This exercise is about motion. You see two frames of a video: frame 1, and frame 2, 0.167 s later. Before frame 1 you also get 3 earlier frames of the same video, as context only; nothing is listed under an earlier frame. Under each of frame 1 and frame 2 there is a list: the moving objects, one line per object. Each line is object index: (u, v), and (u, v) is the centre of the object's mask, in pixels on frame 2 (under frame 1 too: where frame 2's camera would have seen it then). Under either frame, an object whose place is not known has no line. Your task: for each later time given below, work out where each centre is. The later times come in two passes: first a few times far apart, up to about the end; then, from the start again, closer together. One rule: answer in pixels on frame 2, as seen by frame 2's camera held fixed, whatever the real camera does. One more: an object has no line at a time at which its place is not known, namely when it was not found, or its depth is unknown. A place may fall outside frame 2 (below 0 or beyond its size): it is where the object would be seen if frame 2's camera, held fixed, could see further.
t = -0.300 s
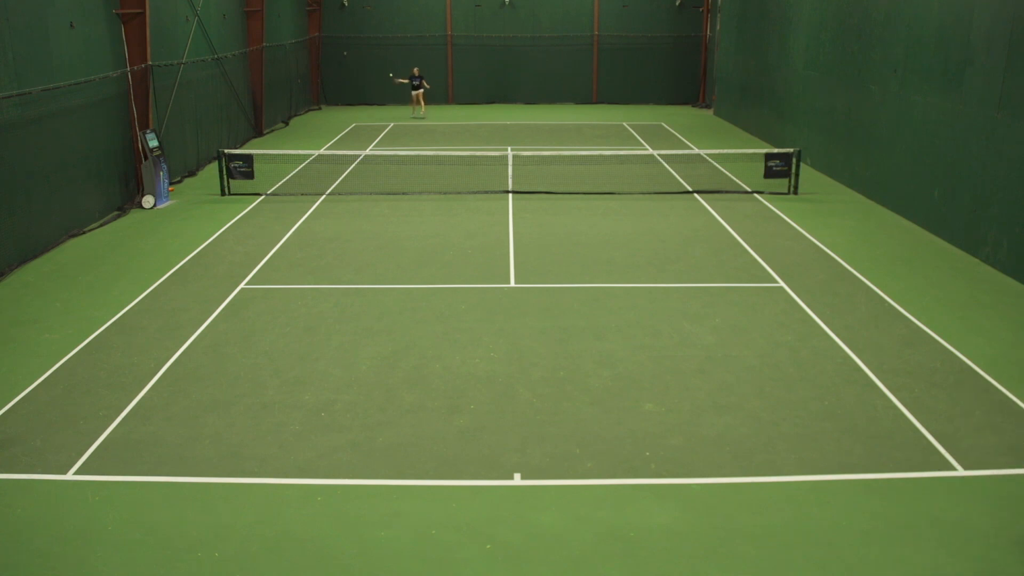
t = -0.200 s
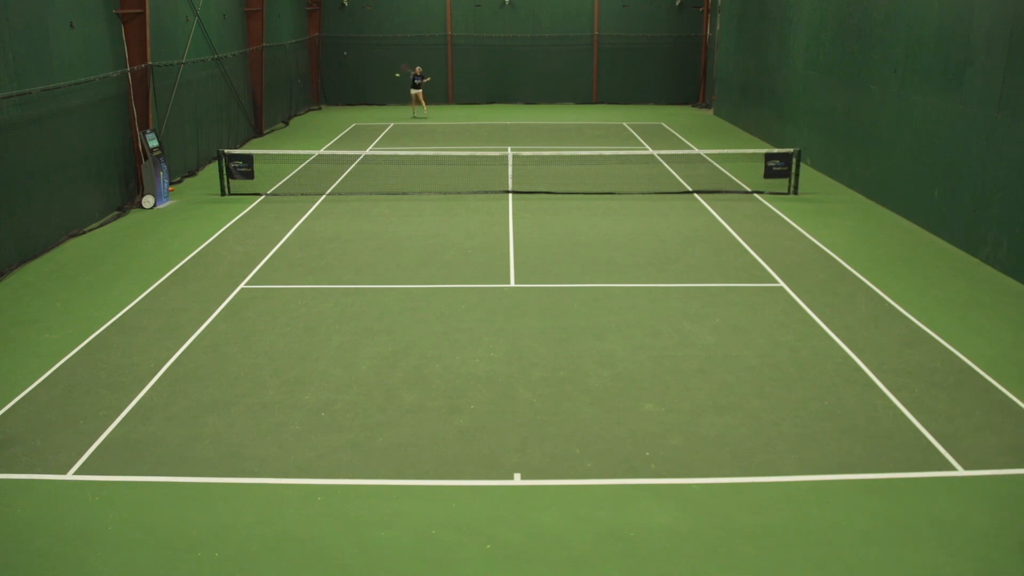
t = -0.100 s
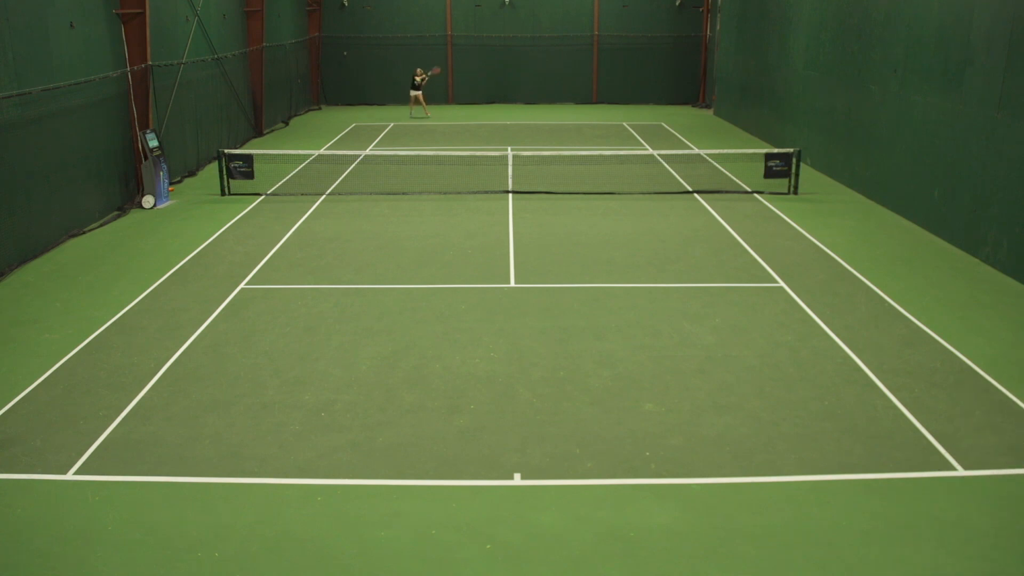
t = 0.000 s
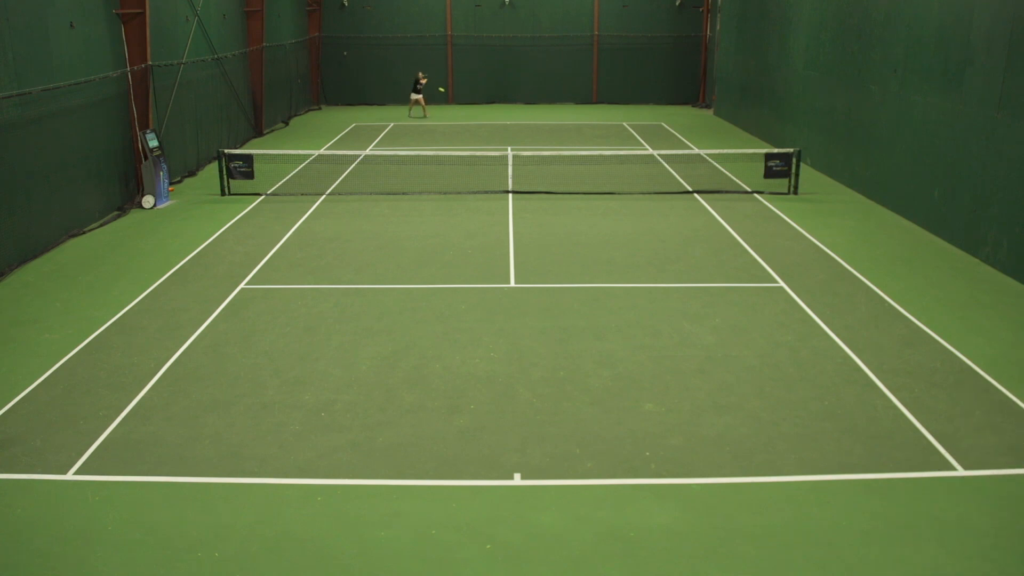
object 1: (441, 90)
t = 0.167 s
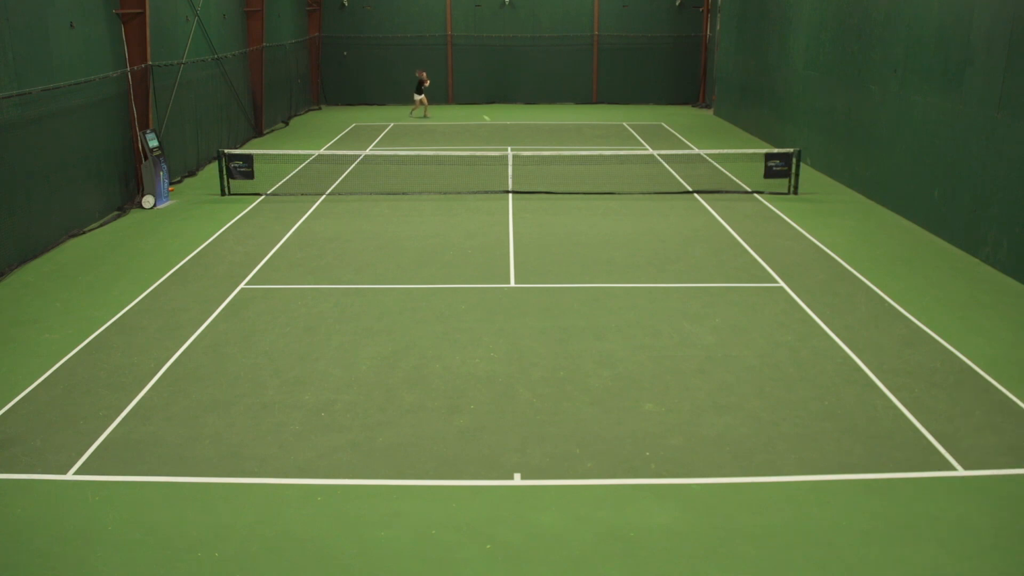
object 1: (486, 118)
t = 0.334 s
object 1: (542, 170)
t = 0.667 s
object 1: (671, 246)
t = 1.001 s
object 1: (835, 315)
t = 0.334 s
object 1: (542, 170)
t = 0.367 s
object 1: (554, 184)
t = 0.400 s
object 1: (568, 200)
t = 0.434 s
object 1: (582, 217)
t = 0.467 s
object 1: (597, 236)
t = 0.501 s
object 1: (612, 253)
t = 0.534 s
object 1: (623, 251)
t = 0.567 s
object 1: (634, 248)
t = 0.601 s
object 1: (646, 247)
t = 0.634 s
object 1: (658, 246)
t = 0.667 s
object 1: (671, 246)
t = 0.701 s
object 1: (684, 248)
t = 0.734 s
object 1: (698, 250)
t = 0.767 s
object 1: (713, 253)
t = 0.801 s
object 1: (728, 257)
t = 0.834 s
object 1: (744, 263)
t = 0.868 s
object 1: (761, 270)
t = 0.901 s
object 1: (778, 279)
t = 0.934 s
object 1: (796, 289)
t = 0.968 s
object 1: (815, 301)
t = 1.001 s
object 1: (835, 315)
